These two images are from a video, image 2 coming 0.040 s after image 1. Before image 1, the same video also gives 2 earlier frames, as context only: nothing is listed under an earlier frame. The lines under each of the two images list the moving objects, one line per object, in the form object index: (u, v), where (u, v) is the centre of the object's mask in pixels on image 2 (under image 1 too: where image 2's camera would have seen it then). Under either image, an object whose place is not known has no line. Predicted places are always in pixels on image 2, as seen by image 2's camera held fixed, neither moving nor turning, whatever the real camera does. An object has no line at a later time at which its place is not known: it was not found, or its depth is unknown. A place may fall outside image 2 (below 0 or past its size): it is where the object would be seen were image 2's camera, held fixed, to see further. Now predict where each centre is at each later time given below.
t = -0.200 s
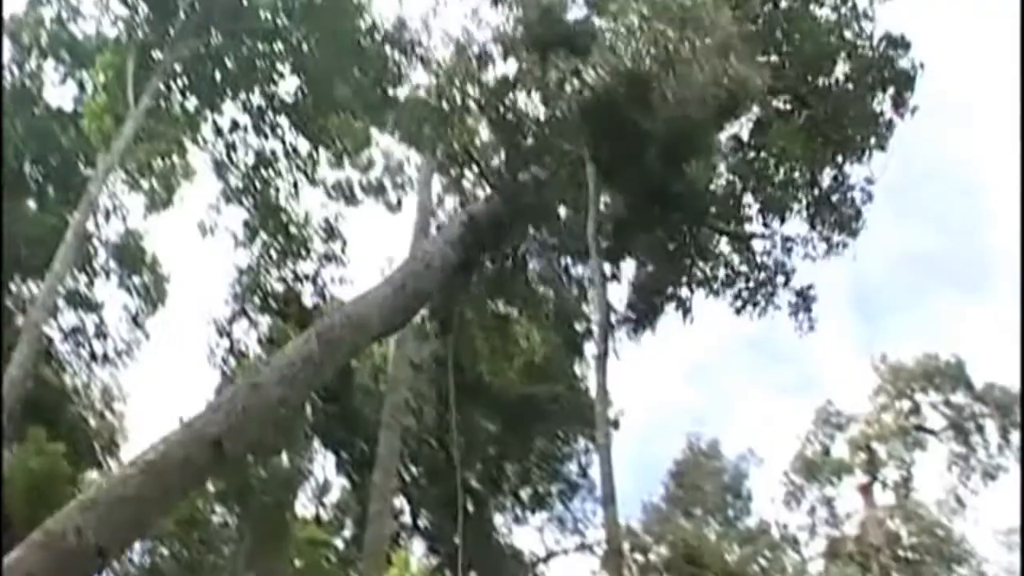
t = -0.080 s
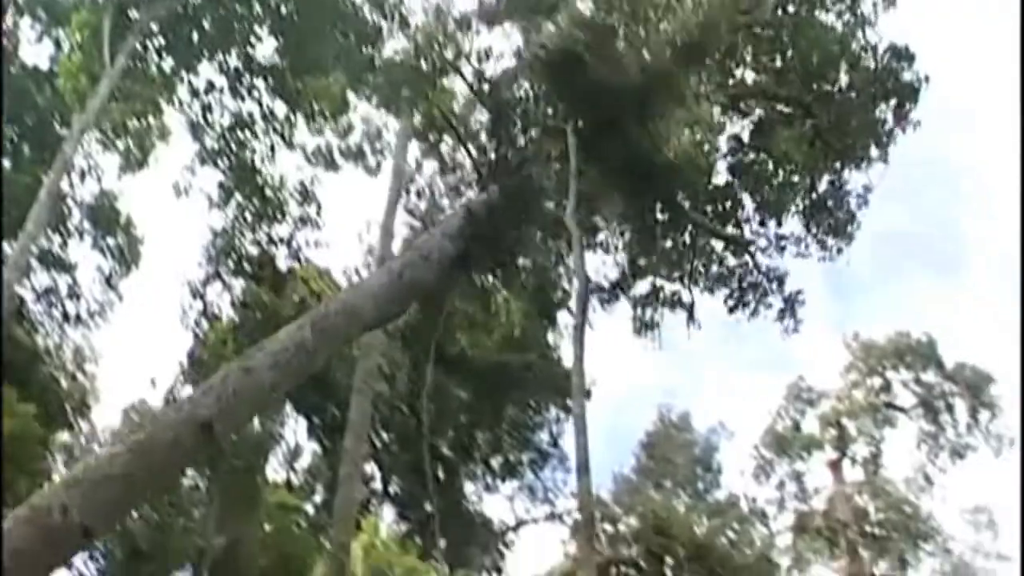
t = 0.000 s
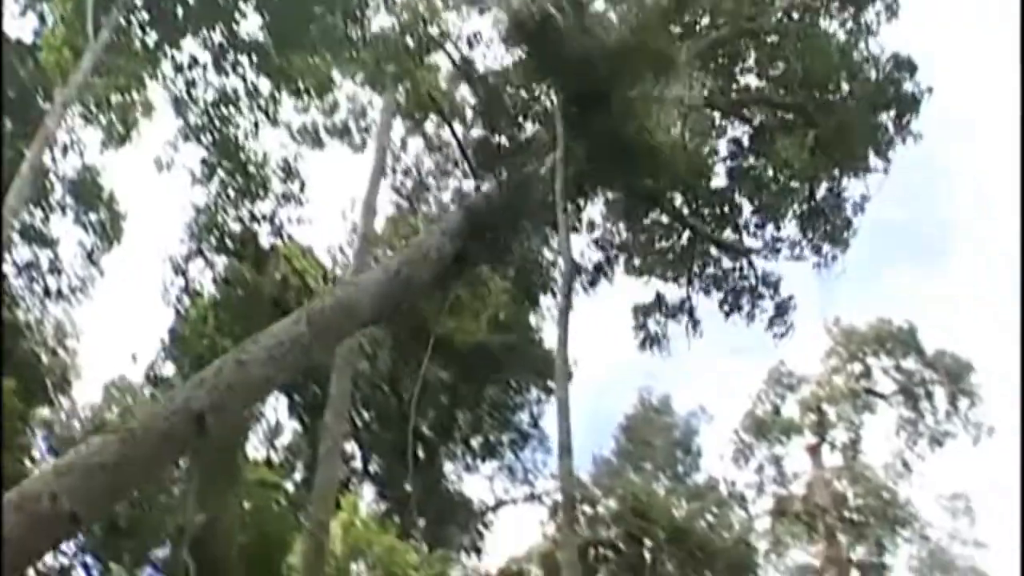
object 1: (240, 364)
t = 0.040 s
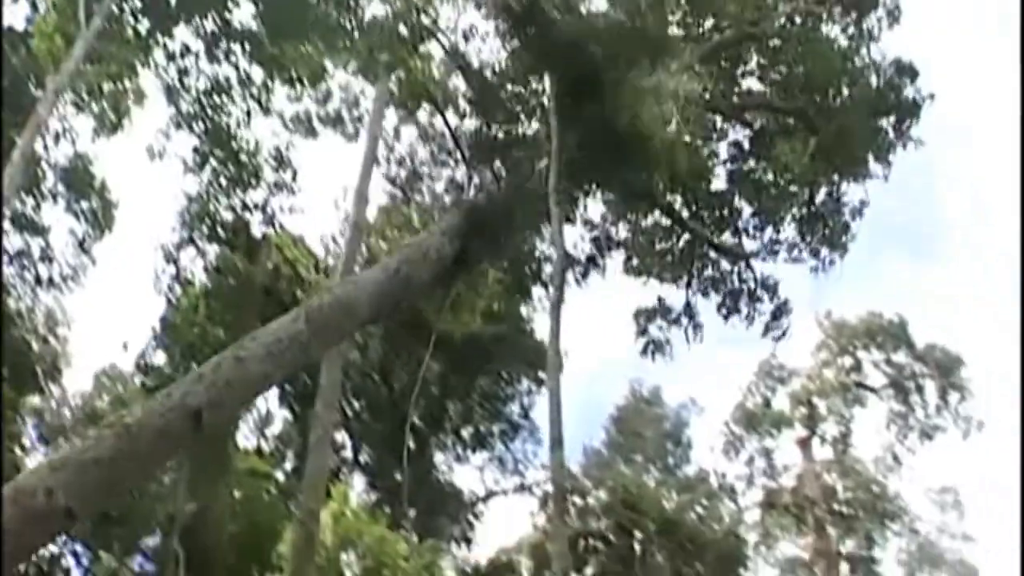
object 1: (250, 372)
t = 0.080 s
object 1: (261, 378)
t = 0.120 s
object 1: (267, 388)
